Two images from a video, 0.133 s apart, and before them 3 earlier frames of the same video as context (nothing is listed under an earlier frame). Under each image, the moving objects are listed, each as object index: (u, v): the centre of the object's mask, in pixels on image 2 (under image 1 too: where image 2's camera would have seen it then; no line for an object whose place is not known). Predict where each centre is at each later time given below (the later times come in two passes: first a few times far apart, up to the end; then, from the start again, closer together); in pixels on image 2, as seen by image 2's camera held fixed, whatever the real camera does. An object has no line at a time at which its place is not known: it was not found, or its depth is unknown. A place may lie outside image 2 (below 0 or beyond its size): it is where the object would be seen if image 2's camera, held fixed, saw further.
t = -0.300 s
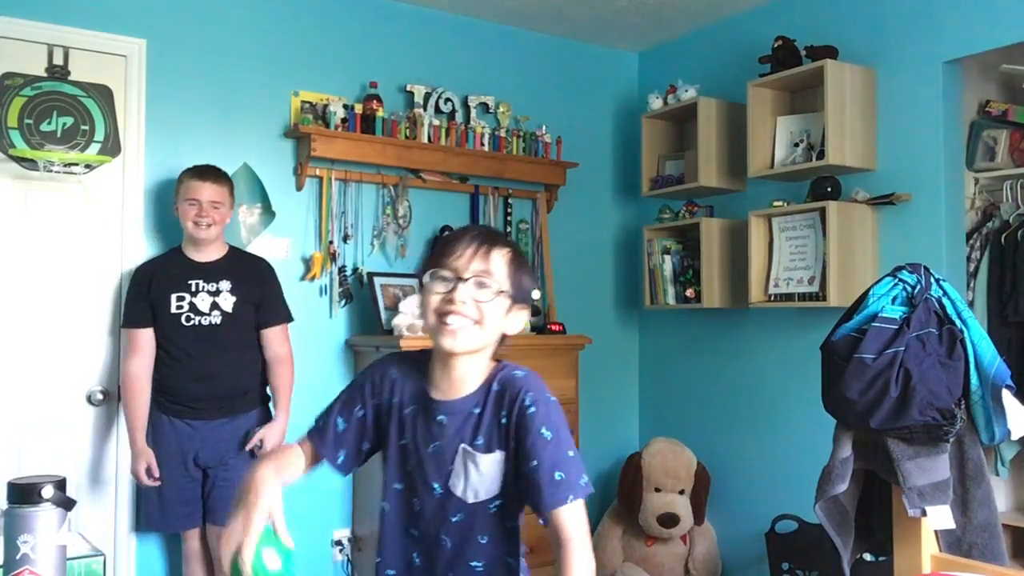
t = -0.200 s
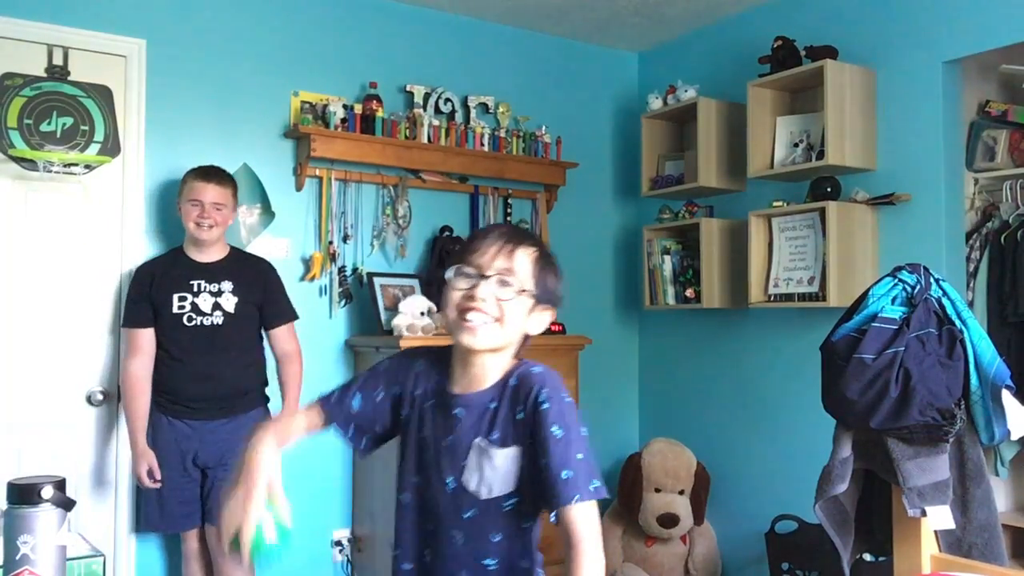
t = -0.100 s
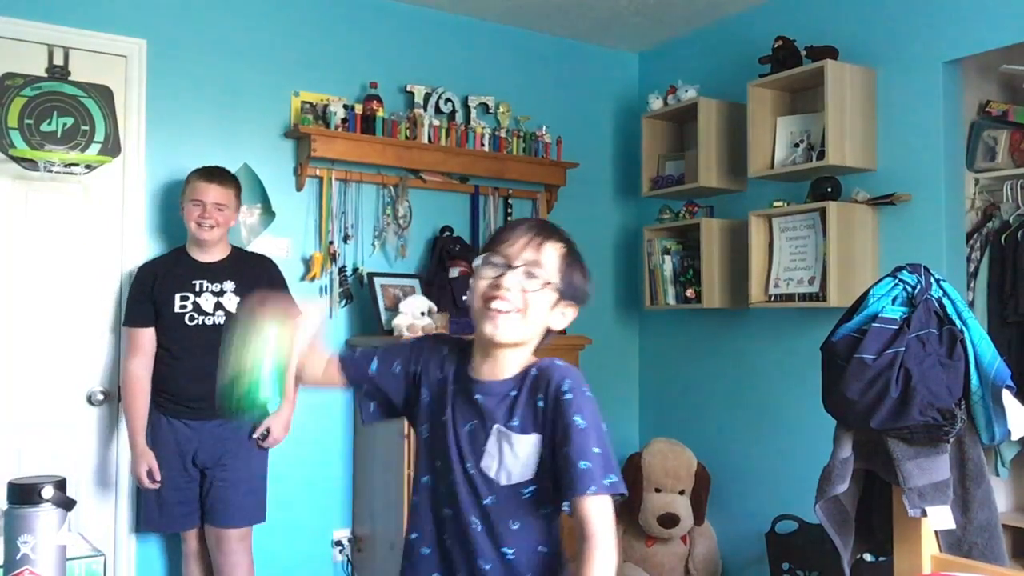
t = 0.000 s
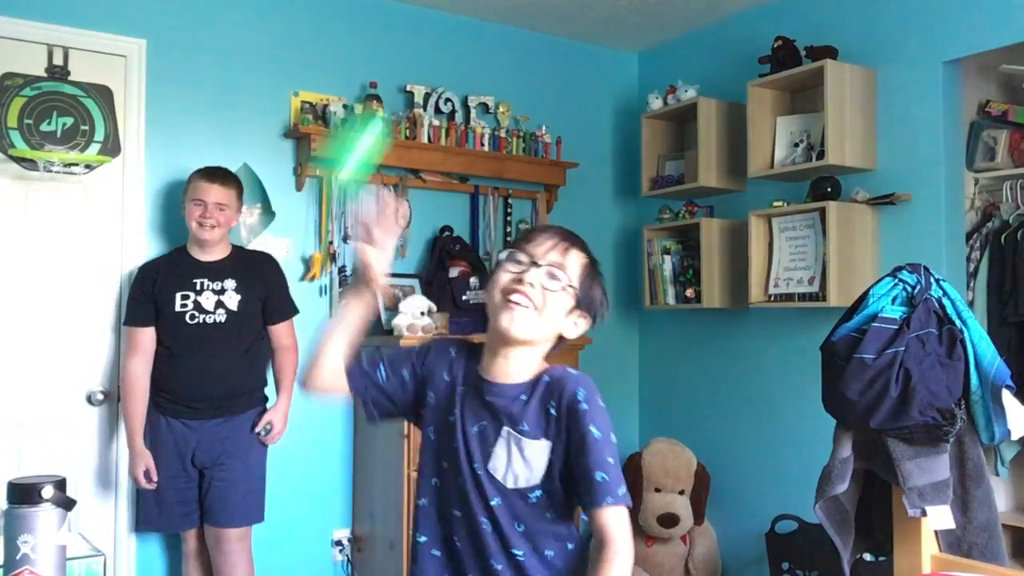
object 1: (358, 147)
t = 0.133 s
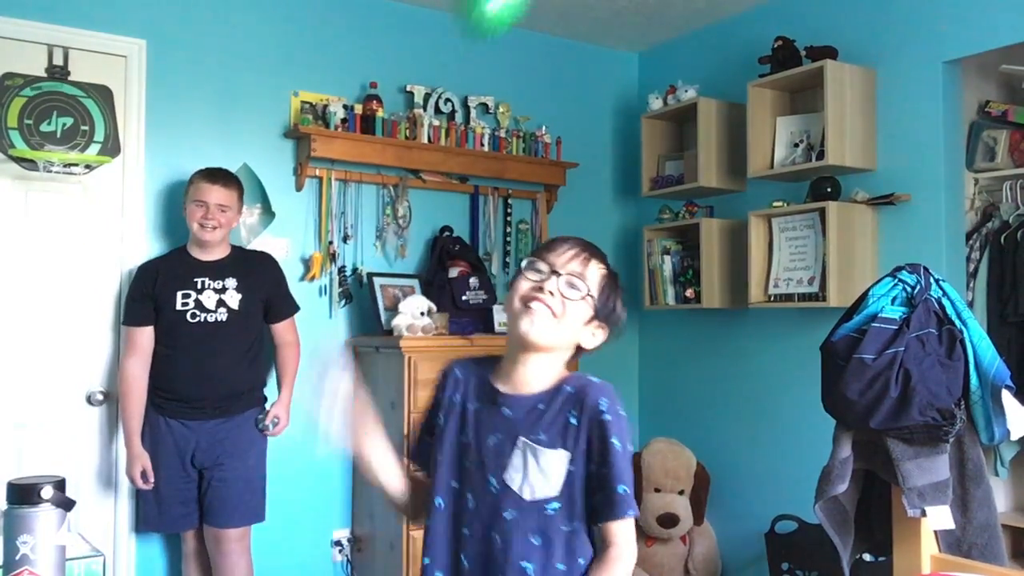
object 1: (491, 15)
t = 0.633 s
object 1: (844, 335)
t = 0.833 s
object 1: (825, 354)
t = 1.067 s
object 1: (826, 356)
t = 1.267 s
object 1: (826, 356)
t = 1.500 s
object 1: (826, 356)
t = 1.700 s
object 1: (826, 356)
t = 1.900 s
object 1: (825, 356)
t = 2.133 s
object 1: (826, 356)
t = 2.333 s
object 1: (826, 356)
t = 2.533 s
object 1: (825, 356)
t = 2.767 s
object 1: (825, 356)
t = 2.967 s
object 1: (826, 356)
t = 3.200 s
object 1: (825, 356)
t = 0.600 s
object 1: (839, 303)
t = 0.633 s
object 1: (844, 335)
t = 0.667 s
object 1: (837, 349)
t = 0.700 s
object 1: (831, 351)
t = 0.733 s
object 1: (826, 351)
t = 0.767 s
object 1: (825, 352)
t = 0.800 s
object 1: (824, 353)
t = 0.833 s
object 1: (825, 354)
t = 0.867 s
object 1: (826, 355)
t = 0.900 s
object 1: (826, 356)
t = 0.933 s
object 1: (826, 356)
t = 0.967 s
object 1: (826, 356)
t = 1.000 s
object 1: (826, 356)
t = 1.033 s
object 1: (826, 356)
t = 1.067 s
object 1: (826, 356)
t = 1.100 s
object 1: (826, 356)
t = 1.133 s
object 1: (826, 356)
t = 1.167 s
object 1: (826, 356)
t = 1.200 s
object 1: (826, 356)
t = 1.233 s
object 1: (825, 356)
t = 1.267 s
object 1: (826, 356)
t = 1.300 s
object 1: (826, 356)
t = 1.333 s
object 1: (825, 356)
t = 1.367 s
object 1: (826, 356)
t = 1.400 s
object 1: (825, 356)
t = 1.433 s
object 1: (825, 356)
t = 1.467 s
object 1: (825, 356)
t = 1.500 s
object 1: (826, 356)
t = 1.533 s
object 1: (826, 356)
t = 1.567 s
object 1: (826, 356)
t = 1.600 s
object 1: (826, 356)
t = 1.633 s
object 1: (826, 356)
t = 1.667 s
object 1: (826, 356)
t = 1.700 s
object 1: (826, 356)
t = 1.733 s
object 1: (825, 356)
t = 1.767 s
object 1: (825, 356)
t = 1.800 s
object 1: (825, 356)
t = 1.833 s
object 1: (826, 356)
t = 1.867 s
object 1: (825, 356)
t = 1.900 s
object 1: (825, 356)
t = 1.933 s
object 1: (826, 356)
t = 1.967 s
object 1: (826, 356)
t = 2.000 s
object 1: (826, 356)
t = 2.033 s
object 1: (826, 356)
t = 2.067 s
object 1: (826, 356)
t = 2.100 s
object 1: (826, 356)
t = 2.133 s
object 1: (826, 356)
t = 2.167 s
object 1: (826, 356)
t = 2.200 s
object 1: (825, 356)
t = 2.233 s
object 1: (826, 356)
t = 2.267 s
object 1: (825, 356)
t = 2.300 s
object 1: (826, 356)
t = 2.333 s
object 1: (826, 356)
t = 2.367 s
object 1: (825, 356)
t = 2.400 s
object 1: (825, 356)
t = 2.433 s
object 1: (825, 356)
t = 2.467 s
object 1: (825, 356)
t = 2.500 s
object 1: (826, 356)
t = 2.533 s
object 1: (825, 356)
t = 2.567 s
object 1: (825, 356)
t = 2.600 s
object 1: (825, 356)
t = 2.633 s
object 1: (825, 356)
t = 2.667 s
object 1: (825, 356)
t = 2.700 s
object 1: (825, 356)
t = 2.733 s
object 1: (825, 356)
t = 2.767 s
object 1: (825, 356)
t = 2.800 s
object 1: (826, 356)
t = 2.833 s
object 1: (826, 356)
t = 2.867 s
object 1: (826, 356)
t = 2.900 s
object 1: (826, 356)
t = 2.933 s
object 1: (826, 356)
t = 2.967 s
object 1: (826, 356)
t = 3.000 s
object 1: (826, 356)
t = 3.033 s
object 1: (826, 356)
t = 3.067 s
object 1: (825, 356)
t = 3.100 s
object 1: (825, 356)
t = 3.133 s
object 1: (825, 356)
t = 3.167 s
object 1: (825, 356)
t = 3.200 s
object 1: (825, 356)
